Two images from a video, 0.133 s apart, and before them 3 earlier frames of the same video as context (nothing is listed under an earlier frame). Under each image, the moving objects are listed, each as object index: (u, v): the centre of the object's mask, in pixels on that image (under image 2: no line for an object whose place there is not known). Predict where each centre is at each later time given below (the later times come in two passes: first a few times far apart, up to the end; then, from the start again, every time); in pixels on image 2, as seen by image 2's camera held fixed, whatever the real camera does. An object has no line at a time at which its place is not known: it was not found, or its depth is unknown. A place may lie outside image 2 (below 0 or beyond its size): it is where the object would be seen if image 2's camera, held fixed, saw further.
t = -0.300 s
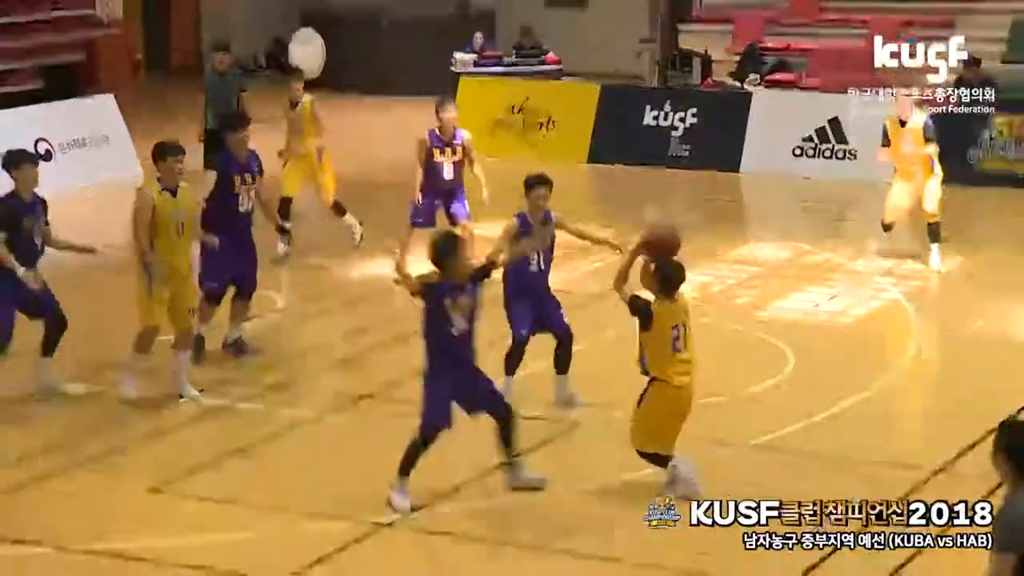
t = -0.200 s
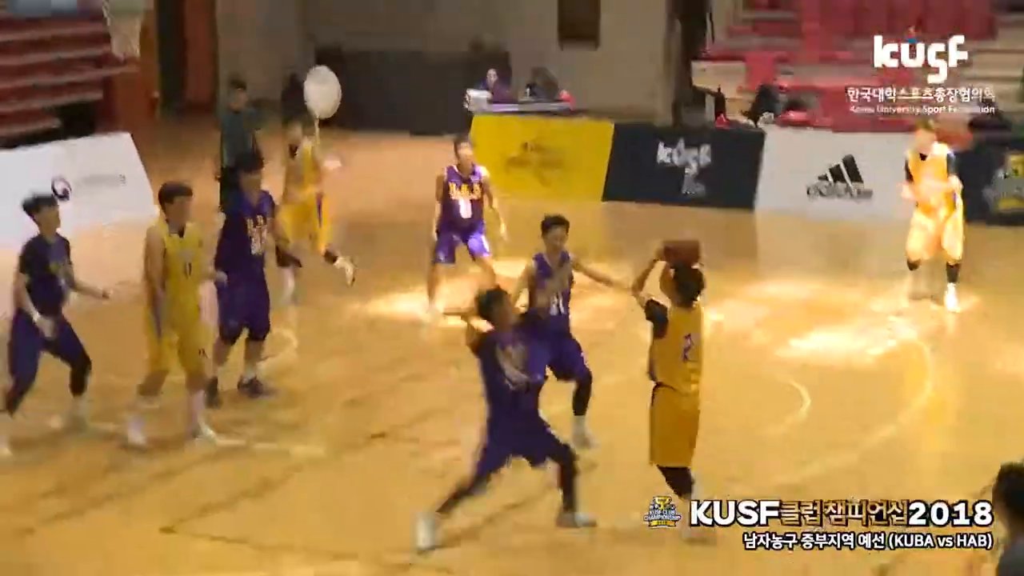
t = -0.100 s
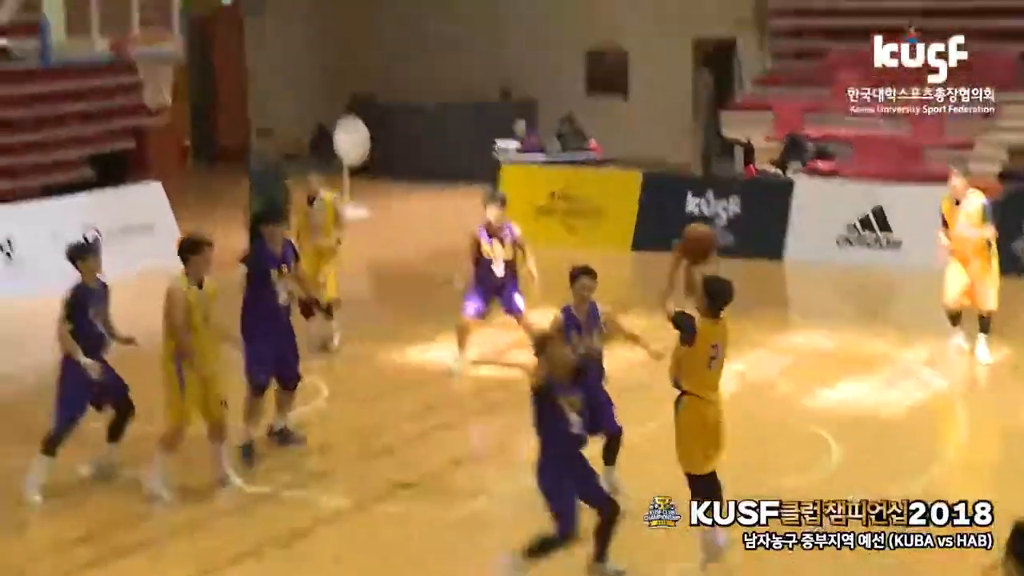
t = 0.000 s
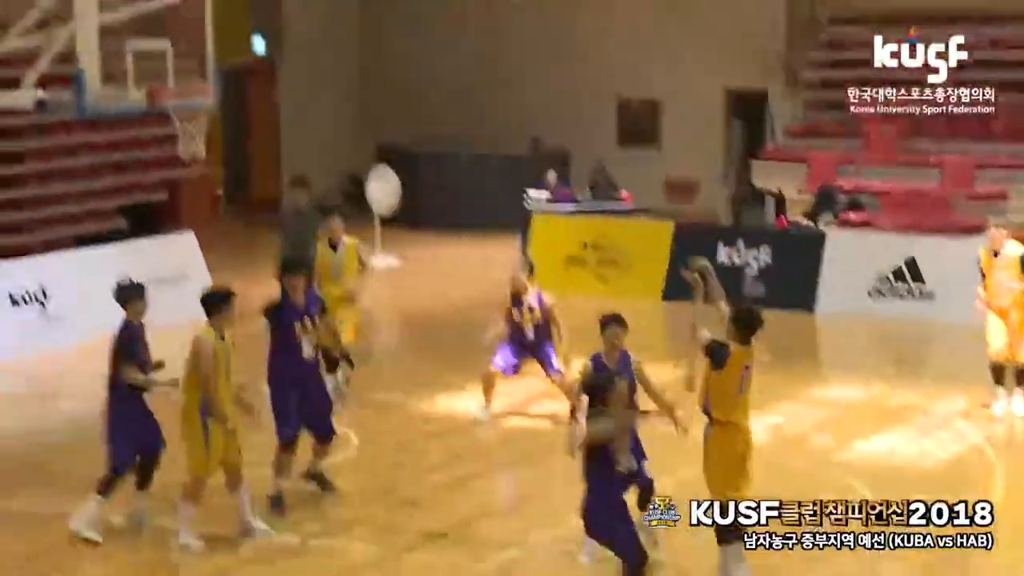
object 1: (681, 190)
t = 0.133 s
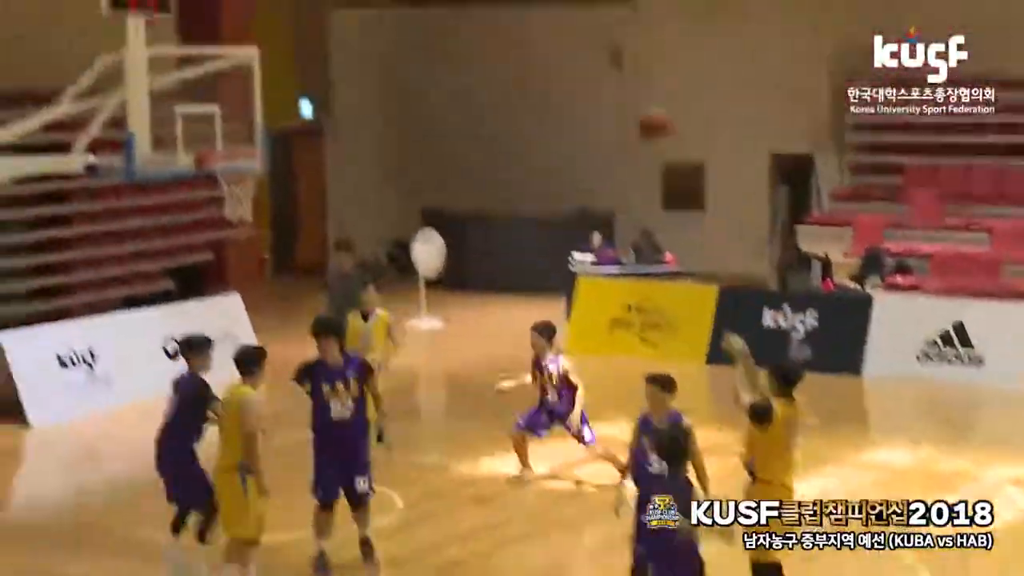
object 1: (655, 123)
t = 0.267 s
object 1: (591, 30)
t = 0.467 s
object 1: (504, -49)
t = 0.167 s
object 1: (637, 95)
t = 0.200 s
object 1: (621, 73)
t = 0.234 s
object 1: (606, 52)
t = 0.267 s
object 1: (591, 30)
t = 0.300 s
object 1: (575, 12)
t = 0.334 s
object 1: (561, -5)
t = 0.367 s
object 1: (548, -16)
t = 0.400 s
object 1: (533, -29)
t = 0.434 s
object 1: (518, -41)
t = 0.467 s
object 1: (504, -49)
